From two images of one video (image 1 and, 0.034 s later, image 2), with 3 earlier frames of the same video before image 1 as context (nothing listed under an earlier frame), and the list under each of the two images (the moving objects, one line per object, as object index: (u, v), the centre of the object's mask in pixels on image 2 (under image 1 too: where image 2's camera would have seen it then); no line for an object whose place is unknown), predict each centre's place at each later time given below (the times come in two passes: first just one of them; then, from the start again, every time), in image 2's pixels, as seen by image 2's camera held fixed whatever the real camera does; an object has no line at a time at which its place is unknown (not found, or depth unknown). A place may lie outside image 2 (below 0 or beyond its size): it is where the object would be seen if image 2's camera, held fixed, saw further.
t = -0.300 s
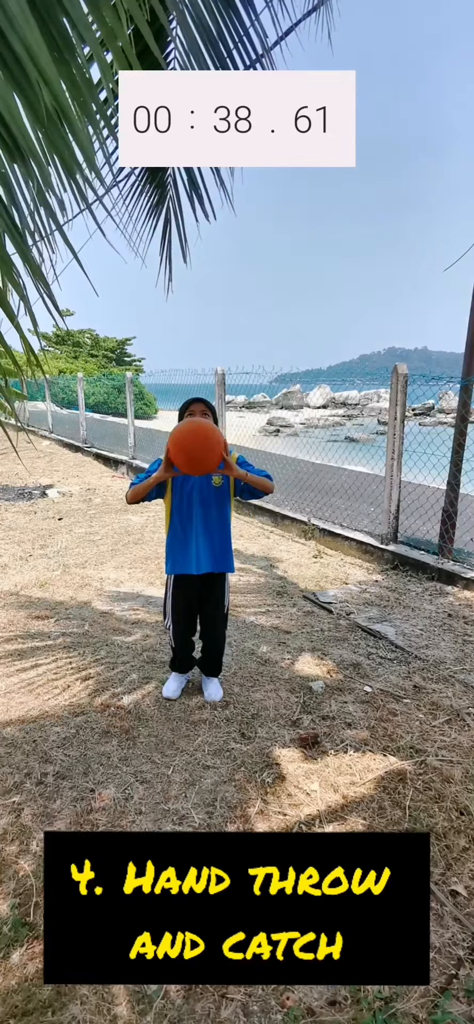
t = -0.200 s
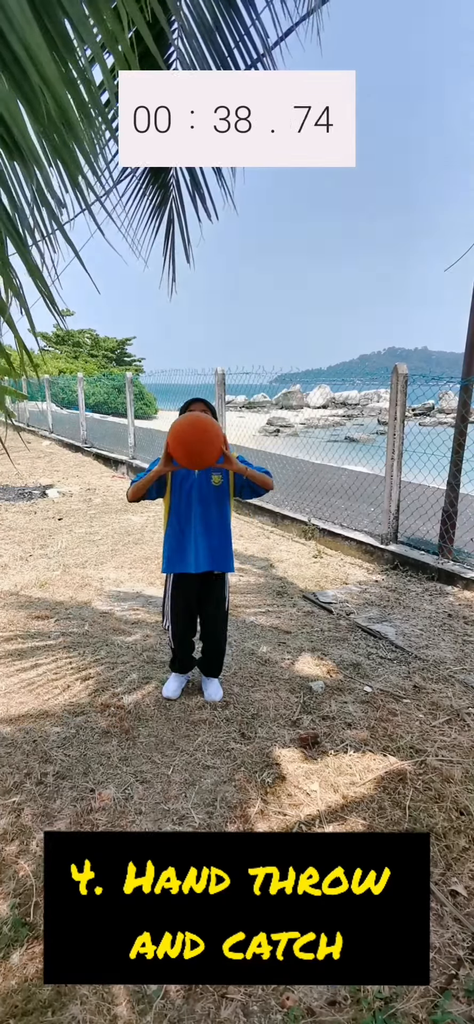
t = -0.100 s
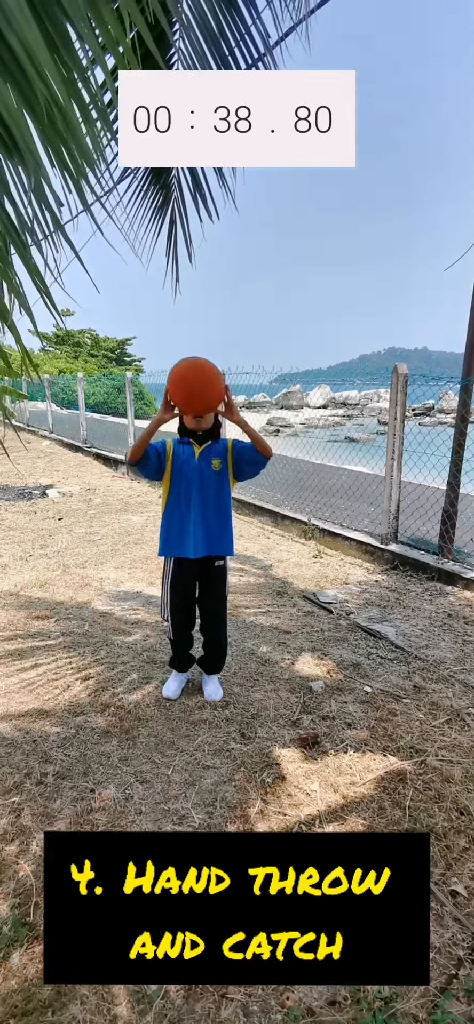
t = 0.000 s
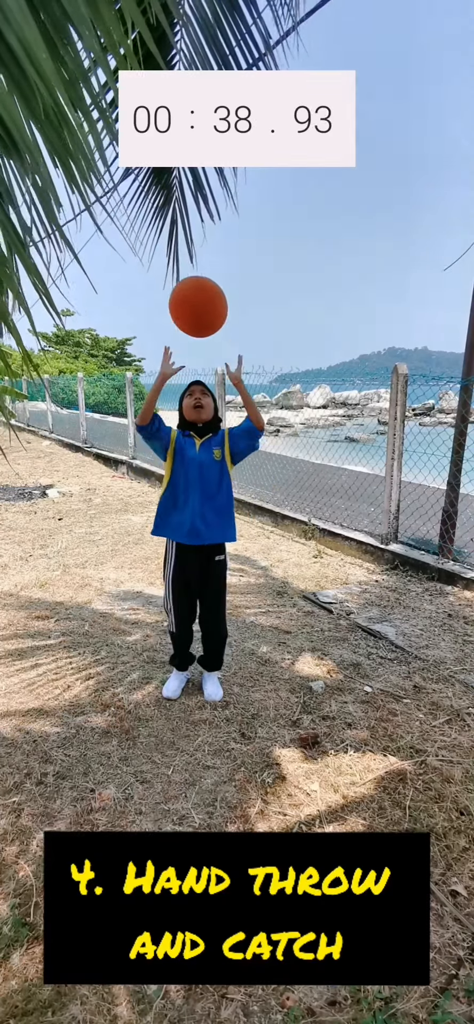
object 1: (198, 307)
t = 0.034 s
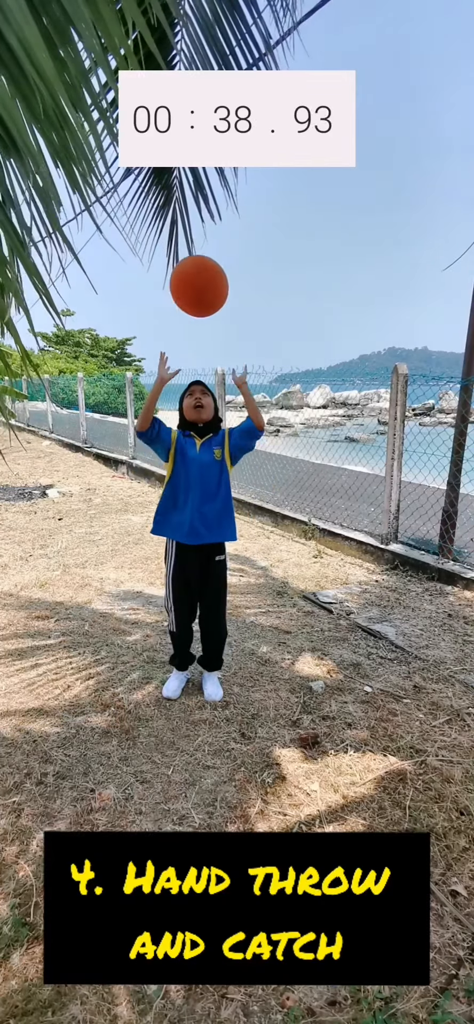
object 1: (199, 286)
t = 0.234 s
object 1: (203, 229)
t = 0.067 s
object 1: (199, 269)
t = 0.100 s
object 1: (200, 254)
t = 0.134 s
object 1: (201, 243)
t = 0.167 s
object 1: (202, 235)
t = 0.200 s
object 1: (202, 231)
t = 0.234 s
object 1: (203, 229)
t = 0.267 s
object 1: (204, 231)
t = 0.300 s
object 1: (204, 235)
